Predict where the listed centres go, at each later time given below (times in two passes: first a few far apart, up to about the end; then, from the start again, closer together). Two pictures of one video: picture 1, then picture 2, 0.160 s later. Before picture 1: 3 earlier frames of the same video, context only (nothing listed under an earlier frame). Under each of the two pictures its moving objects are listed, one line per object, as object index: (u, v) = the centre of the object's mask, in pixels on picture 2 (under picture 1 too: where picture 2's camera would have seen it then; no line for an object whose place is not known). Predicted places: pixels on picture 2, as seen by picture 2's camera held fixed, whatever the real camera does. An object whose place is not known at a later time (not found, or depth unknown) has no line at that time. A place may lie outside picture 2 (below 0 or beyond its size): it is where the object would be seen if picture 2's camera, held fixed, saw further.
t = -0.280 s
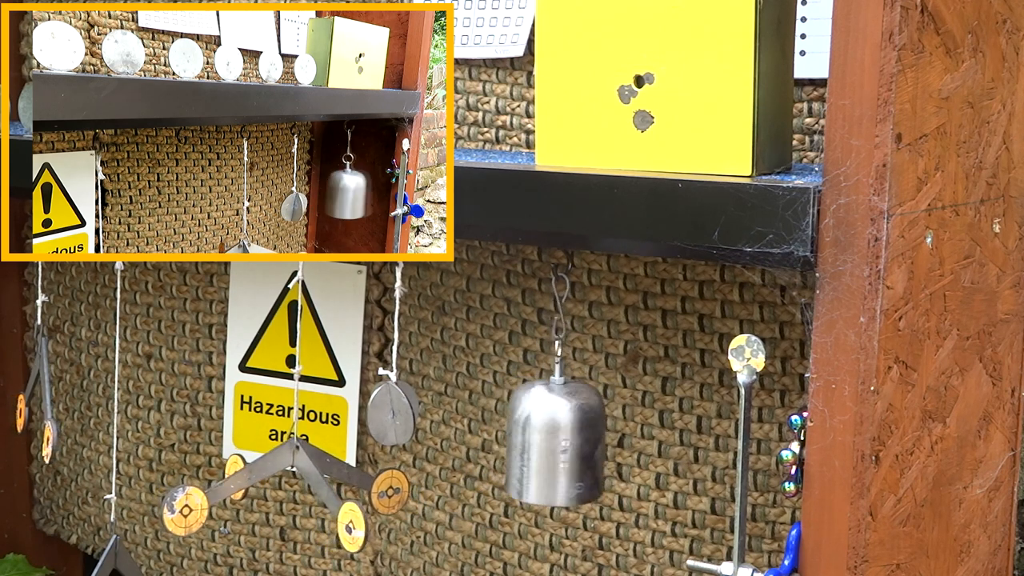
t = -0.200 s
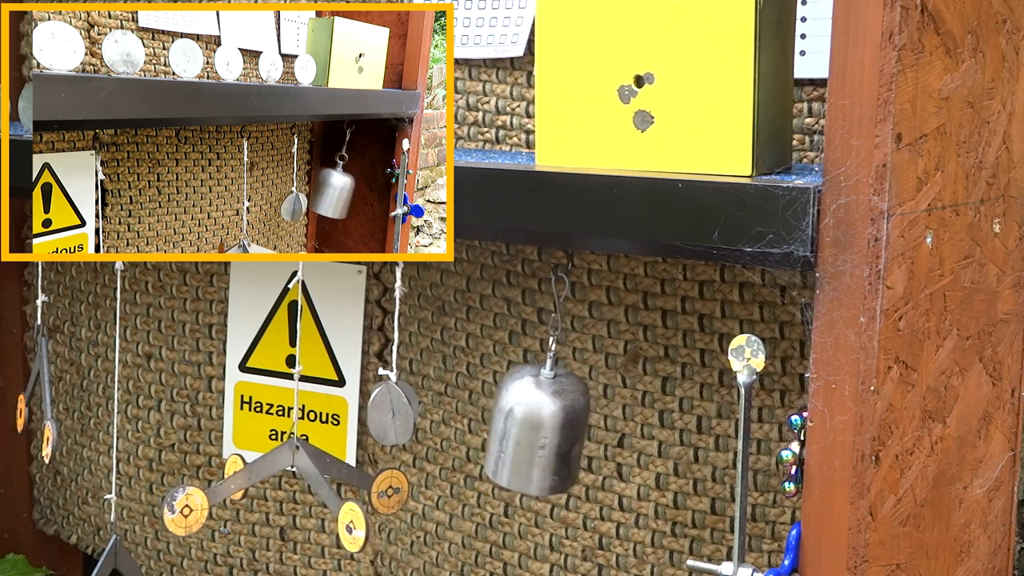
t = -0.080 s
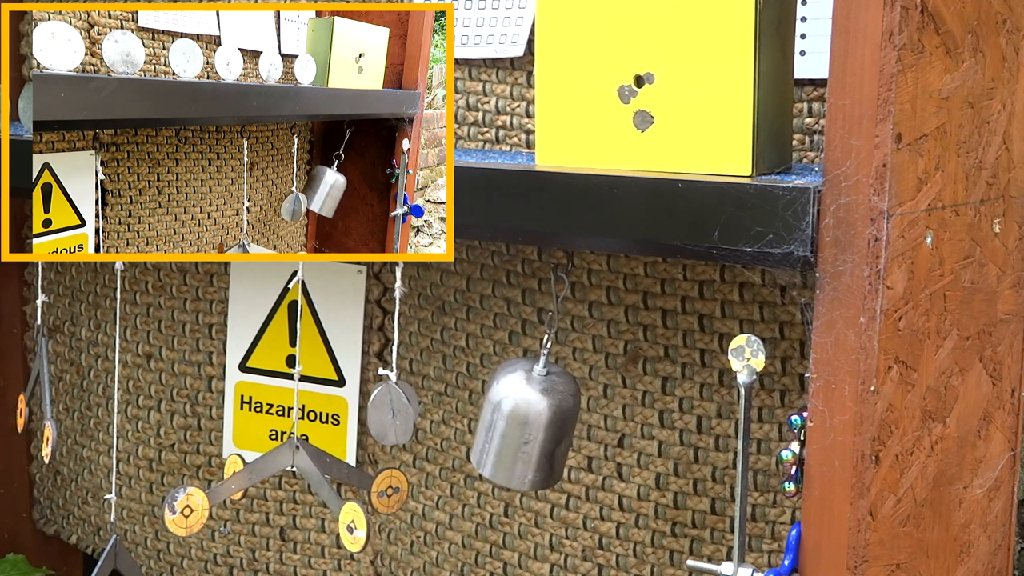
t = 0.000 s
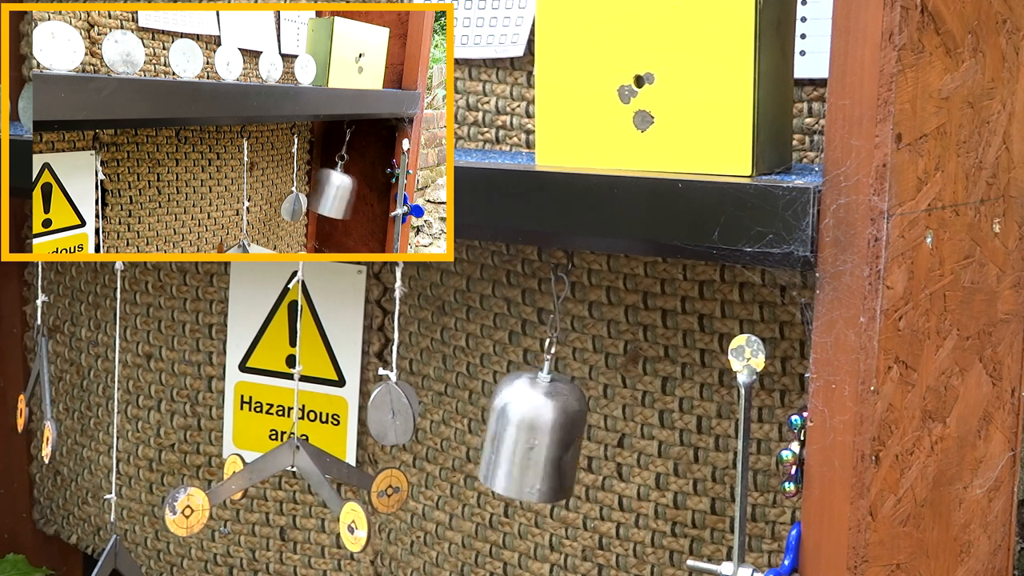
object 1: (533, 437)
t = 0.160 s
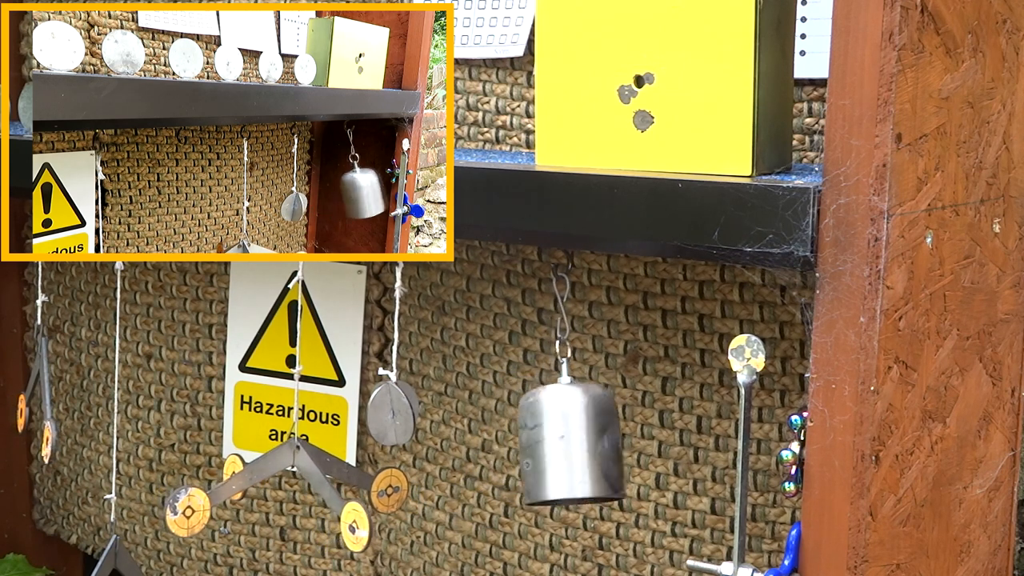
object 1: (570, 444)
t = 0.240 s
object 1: (580, 444)
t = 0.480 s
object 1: (541, 434)
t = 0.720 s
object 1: (537, 439)
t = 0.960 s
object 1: (580, 444)
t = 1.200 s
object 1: (538, 434)
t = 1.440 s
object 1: (540, 442)
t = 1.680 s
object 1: (579, 444)
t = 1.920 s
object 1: (535, 433)
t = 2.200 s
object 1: (554, 446)
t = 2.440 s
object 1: (574, 445)
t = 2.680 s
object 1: (528, 429)
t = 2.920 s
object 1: (559, 447)
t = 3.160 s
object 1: (571, 446)
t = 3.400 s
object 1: (526, 429)
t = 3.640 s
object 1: (564, 447)
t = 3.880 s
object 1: (567, 447)
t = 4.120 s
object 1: (525, 428)
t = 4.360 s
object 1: (568, 447)
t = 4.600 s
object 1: (561, 447)
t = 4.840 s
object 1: (527, 430)
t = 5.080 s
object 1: (571, 446)
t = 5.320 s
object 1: (554, 446)
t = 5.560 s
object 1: (531, 431)
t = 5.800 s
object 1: (572, 445)
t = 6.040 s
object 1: (550, 446)
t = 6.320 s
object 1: (543, 435)
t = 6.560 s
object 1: (569, 445)
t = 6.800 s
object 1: (541, 442)
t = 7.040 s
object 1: (548, 437)
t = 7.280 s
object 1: (576, 443)
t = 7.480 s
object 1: (575, 439)
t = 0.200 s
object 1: (576, 444)
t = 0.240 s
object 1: (580, 444)
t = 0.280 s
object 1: (580, 444)
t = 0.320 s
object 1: (576, 444)
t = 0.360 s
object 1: (569, 445)
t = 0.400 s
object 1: (561, 445)
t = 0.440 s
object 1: (551, 440)
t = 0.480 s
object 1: (541, 434)
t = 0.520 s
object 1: (533, 428)
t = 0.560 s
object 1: (528, 425)
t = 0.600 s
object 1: (526, 424)
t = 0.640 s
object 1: (527, 427)
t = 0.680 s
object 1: (530, 432)
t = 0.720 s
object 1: (537, 439)
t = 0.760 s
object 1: (545, 445)
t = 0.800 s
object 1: (556, 447)
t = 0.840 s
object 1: (565, 445)
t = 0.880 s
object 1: (573, 445)
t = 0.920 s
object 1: (578, 444)
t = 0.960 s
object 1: (580, 444)
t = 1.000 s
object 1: (579, 445)
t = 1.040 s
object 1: (574, 445)
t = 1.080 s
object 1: (566, 447)
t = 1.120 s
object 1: (556, 445)
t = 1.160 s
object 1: (547, 440)
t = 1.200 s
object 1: (538, 434)
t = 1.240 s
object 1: (532, 428)
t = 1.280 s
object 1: (528, 425)
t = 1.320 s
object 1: (527, 425)
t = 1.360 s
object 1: (528, 429)
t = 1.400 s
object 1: (533, 435)
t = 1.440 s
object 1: (540, 442)
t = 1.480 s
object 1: (550, 446)
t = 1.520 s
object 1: (560, 447)
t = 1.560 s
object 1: (568, 445)
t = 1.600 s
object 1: (576, 445)
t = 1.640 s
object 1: (579, 444)
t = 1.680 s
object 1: (579, 444)
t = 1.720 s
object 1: (576, 444)
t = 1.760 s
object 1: (570, 446)
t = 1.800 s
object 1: (562, 447)
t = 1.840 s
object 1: (552, 444)
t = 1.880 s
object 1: (543, 439)
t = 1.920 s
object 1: (535, 433)
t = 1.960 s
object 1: (530, 429)
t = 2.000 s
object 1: (527, 426)
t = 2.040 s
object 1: (527, 428)
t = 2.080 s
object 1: (530, 433)
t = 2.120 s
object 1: (537, 437)
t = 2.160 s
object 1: (545, 444)
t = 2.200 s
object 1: (554, 446)
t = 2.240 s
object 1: (564, 446)
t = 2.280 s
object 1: (572, 445)
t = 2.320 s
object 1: (577, 445)
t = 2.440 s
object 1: (574, 445)
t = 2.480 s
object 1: (567, 447)
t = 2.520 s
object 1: (558, 446)
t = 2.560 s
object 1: (548, 443)
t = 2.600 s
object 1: (539, 438)
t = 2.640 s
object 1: (532, 433)
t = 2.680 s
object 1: (528, 429)
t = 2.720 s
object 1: (526, 429)
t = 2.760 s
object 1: (528, 431)
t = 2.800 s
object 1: (533, 435)
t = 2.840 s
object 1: (540, 441)
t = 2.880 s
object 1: (549, 445)
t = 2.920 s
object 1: (559, 447)
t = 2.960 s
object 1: (568, 446)
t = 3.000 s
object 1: (575, 445)
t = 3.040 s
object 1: (579, 444)
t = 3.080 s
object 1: (580, 444)
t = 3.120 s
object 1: (577, 444)
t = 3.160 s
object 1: (571, 446)
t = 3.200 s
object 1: (563, 447)
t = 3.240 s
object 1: (553, 445)
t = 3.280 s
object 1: (543, 442)
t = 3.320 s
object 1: (535, 436)
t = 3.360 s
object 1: (529, 432)
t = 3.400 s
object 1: (526, 429)
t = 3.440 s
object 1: (526, 430)
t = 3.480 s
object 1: (529, 433)
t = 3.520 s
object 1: (535, 438)
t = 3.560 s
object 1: (544, 443)
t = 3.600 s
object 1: (554, 446)
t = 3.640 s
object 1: (564, 447)
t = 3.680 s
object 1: (572, 446)
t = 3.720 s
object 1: (578, 445)
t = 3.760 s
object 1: (580, 444)
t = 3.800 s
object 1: (579, 444)
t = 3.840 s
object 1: (574, 445)
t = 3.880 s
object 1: (567, 447)
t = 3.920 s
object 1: (557, 446)
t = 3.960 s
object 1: (547, 443)
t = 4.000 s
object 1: (538, 439)
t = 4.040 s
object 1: (531, 433)
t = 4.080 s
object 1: (526, 430)
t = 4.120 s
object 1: (525, 428)
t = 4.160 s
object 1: (527, 430)
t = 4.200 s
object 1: (532, 434)
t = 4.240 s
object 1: (540, 439)
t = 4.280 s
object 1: (549, 443)
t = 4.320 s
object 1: (559, 446)
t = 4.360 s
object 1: (568, 447)
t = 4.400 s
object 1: (575, 444)
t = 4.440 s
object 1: (578, 444)
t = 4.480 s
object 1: (578, 444)
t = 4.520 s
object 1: (576, 443)
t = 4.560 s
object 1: (569, 444)
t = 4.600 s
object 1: (561, 447)
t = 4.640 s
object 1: (551, 445)
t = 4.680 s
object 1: (542, 442)
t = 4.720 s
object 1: (534, 437)
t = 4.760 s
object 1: (529, 433)
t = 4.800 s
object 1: (527, 430)
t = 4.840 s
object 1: (527, 430)
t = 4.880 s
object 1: (531, 432)
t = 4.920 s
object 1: (538, 436)
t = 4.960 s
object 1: (546, 441)
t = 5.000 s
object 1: (555, 445)
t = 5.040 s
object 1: (564, 447)
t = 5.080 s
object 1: (571, 446)
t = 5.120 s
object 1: (576, 444)
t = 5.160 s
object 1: (577, 444)
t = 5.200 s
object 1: (575, 444)
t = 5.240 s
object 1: (571, 444)
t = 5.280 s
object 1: (563, 446)
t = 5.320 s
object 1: (554, 446)
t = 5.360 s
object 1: (545, 444)
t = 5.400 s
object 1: (538, 441)
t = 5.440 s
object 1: (532, 436)
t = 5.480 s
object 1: (529, 432)
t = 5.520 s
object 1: (529, 430)
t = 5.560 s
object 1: (531, 431)
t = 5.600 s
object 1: (536, 434)
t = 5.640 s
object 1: (544, 438)
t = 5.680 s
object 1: (552, 442)
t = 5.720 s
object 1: (560, 445)
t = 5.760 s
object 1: (567, 447)
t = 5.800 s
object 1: (572, 445)
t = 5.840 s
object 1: (575, 444)
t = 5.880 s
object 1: (574, 444)
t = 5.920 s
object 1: (571, 444)
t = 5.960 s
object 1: (565, 445)
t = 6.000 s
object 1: (558, 447)
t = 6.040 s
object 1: (550, 446)
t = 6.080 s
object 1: (543, 444)
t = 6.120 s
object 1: (537, 439)
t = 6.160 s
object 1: (533, 435)
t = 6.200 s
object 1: (532, 431)
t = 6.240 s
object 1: (534, 430)
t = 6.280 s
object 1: (537, 431)
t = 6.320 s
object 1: (543, 435)
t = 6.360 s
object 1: (549, 439)
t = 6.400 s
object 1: (556, 443)
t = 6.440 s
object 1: (562, 446)
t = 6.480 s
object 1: (566, 446)
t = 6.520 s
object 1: (569, 445)
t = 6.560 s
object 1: (569, 445)
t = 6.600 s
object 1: (568, 445)
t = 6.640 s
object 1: (563, 445)
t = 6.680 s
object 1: (558, 445)
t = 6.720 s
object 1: (552, 446)
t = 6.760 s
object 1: (546, 445)
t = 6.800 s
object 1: (541, 442)
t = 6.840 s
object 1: (538, 438)
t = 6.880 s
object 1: (536, 434)
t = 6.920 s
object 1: (537, 431)
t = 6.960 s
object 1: (539, 431)
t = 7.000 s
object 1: (544, 433)
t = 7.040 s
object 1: (548, 437)
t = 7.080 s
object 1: (554, 441)
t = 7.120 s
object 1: (559, 444)
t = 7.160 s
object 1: (563, 446)
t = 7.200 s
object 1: (565, 446)
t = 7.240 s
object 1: (566, 445)
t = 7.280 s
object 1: (576, 443)
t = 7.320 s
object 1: (585, 443)
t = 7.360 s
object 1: (589, 444)
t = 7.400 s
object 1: (588, 442)
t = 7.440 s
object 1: (583, 440)
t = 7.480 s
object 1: (575, 439)
